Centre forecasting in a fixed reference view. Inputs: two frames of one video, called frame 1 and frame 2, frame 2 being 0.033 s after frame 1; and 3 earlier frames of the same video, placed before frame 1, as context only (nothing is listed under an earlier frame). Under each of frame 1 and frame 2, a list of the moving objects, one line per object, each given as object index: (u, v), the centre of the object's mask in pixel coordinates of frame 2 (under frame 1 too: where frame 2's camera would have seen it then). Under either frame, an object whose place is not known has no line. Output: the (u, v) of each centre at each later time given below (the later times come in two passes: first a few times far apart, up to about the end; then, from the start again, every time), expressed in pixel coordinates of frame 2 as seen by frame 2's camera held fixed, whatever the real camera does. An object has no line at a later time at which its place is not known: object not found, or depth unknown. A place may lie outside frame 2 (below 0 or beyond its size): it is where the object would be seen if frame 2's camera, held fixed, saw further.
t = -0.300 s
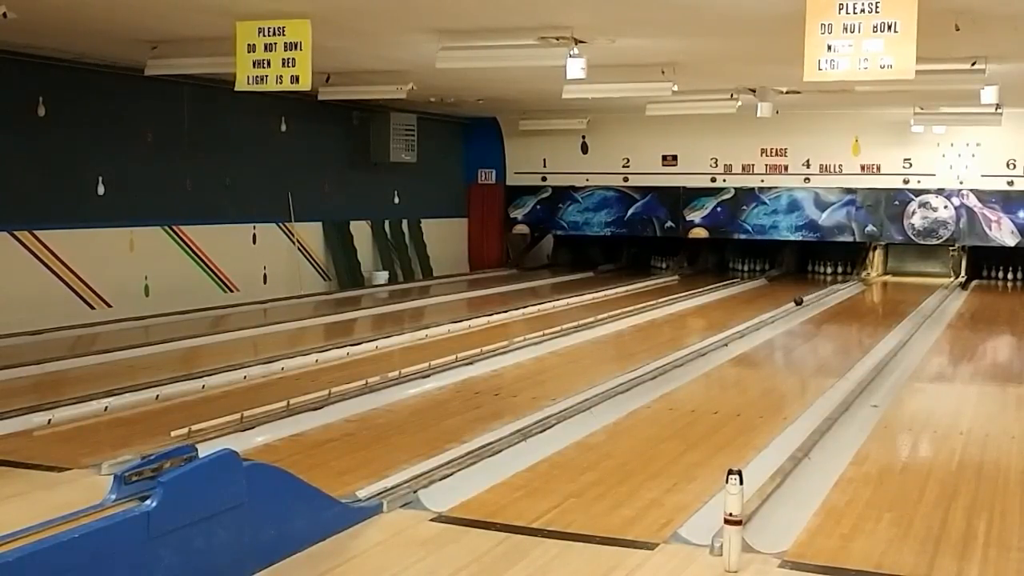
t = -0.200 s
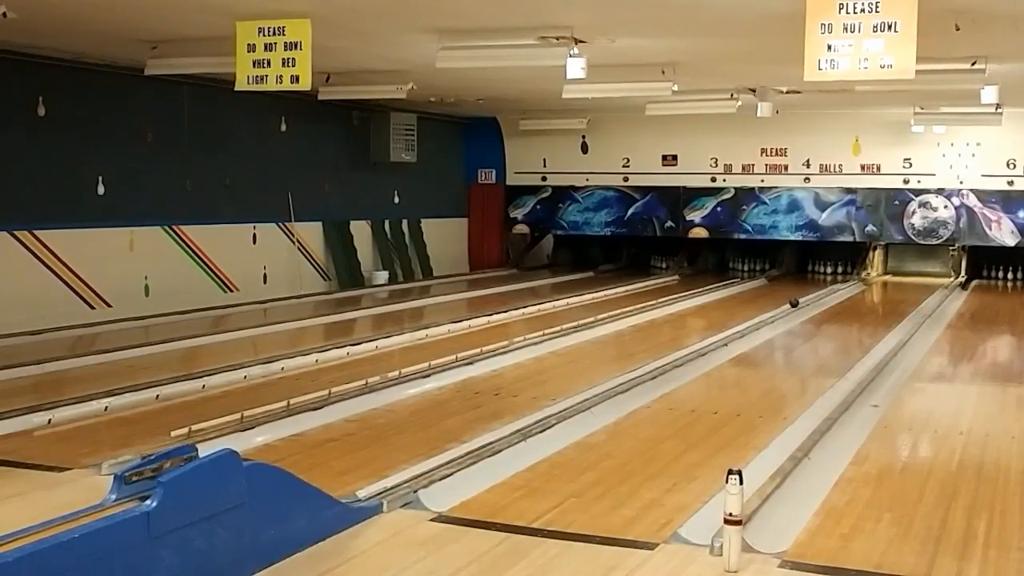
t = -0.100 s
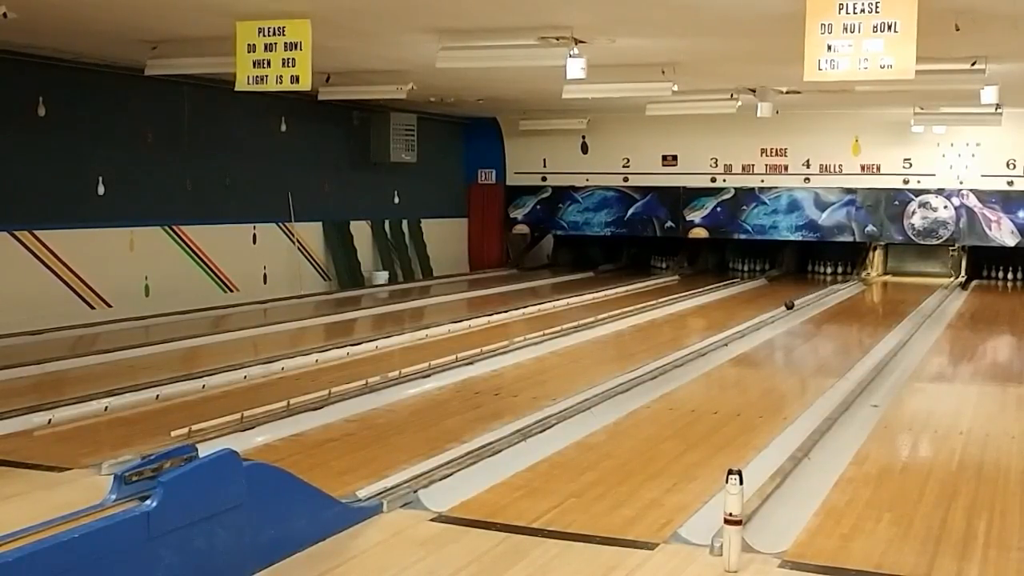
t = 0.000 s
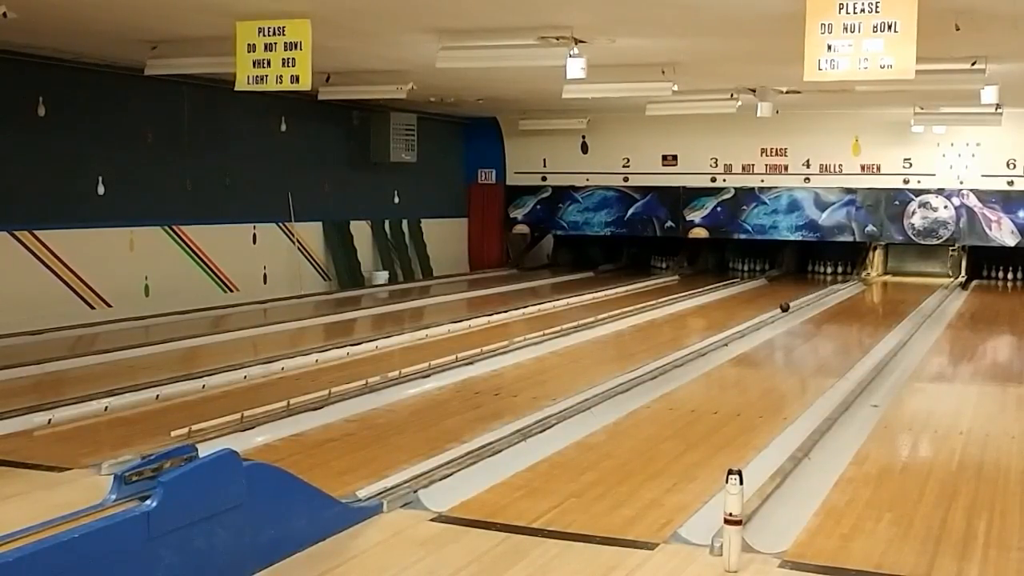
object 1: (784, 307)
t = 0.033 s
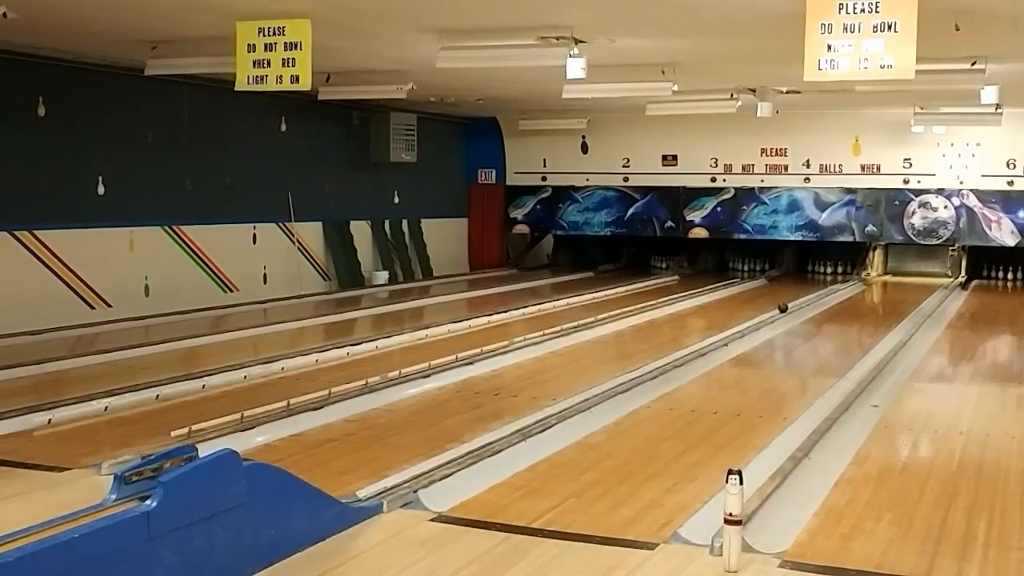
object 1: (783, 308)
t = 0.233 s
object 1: (772, 312)
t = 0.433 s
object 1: (761, 317)
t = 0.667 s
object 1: (747, 323)
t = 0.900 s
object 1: (732, 330)
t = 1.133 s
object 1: (714, 338)
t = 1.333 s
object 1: (698, 344)
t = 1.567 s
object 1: (678, 353)
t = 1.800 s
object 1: (654, 364)
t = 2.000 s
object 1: (632, 373)
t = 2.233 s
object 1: (602, 386)
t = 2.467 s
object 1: (567, 401)
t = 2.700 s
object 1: (526, 420)
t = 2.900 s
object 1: (485, 437)
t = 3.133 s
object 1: (429, 462)
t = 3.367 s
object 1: (359, 490)
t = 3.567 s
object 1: (302, 464)
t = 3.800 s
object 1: (242, 443)
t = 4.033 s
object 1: (174, 460)
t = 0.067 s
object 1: (781, 308)
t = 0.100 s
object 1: (779, 309)
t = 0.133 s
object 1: (778, 310)
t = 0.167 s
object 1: (776, 311)
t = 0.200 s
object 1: (774, 312)
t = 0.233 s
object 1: (772, 312)
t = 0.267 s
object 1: (770, 313)
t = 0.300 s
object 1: (769, 314)
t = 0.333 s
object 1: (767, 315)
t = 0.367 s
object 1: (765, 316)
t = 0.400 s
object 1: (763, 317)
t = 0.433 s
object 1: (761, 317)
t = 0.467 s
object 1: (759, 318)
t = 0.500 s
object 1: (757, 319)
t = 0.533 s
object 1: (755, 320)
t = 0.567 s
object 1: (753, 320)
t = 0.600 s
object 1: (752, 321)
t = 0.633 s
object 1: (750, 322)
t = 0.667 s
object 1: (747, 323)
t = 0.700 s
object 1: (745, 324)
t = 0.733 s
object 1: (743, 325)
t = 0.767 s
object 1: (741, 326)
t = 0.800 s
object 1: (738, 327)
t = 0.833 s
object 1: (736, 328)
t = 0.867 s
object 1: (734, 329)
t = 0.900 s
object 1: (732, 330)
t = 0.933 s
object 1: (729, 331)
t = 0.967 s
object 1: (727, 332)
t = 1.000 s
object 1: (725, 333)
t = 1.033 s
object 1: (722, 334)
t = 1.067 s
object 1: (720, 335)
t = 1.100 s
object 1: (717, 336)
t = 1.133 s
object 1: (714, 338)
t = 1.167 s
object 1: (712, 339)
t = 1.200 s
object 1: (710, 340)
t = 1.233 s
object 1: (707, 341)
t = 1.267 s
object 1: (704, 342)
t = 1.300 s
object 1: (701, 343)
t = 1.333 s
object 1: (698, 344)
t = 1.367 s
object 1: (696, 346)
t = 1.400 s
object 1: (693, 347)
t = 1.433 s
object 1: (690, 348)
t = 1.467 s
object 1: (687, 349)
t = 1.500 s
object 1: (684, 351)
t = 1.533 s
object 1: (681, 352)
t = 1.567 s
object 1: (678, 353)
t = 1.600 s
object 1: (674, 355)
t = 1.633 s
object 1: (671, 356)
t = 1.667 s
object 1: (668, 357)
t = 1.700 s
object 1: (665, 359)
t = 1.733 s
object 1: (661, 360)
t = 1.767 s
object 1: (658, 362)
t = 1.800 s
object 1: (654, 364)
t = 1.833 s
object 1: (651, 365)
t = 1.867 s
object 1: (647, 367)
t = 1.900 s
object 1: (643, 368)
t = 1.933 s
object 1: (640, 370)
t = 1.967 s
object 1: (636, 371)
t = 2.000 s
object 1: (632, 373)
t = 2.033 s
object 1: (628, 375)
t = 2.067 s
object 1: (624, 377)
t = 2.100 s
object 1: (619, 378)
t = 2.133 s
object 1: (614, 380)
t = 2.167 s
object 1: (610, 382)
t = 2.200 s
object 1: (606, 384)
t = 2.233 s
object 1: (602, 386)
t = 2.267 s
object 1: (597, 388)
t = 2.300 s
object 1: (592, 390)
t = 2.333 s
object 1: (586, 392)
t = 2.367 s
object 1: (582, 395)
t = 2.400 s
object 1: (577, 397)
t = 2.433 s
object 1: (572, 399)
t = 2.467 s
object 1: (567, 401)
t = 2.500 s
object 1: (562, 404)
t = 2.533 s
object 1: (556, 406)
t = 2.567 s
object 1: (550, 408)
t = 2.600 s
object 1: (545, 411)
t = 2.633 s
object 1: (539, 414)
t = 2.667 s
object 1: (532, 417)
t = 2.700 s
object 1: (526, 420)
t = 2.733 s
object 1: (520, 423)
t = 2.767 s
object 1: (513, 426)
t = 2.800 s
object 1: (507, 428)
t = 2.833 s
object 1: (500, 431)
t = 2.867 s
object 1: (492, 434)
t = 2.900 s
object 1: (485, 437)
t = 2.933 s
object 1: (477, 440)
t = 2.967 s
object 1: (470, 444)
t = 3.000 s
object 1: (462, 447)
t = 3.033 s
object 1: (454, 451)
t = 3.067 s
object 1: (446, 454)
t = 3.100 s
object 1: (437, 458)
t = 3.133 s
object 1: (429, 462)
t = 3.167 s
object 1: (420, 466)
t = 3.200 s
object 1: (411, 470)
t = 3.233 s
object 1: (401, 474)
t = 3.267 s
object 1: (392, 478)
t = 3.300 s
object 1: (381, 482)
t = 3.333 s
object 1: (371, 487)
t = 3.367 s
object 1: (359, 490)
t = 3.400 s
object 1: (349, 489)
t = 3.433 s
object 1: (339, 485)
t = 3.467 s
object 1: (330, 480)
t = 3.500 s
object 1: (320, 474)
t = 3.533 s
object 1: (311, 469)
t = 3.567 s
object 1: (302, 464)
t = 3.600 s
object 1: (293, 459)
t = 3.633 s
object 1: (284, 455)
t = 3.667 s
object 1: (276, 450)
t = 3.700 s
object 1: (267, 447)
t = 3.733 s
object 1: (258, 445)
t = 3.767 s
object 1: (250, 444)
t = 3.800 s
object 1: (242, 443)
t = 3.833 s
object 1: (234, 443)
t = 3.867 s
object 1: (222, 444)
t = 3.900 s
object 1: (210, 447)
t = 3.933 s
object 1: (203, 450)
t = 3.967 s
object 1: (195, 453)
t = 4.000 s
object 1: (182, 456)
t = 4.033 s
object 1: (174, 460)
